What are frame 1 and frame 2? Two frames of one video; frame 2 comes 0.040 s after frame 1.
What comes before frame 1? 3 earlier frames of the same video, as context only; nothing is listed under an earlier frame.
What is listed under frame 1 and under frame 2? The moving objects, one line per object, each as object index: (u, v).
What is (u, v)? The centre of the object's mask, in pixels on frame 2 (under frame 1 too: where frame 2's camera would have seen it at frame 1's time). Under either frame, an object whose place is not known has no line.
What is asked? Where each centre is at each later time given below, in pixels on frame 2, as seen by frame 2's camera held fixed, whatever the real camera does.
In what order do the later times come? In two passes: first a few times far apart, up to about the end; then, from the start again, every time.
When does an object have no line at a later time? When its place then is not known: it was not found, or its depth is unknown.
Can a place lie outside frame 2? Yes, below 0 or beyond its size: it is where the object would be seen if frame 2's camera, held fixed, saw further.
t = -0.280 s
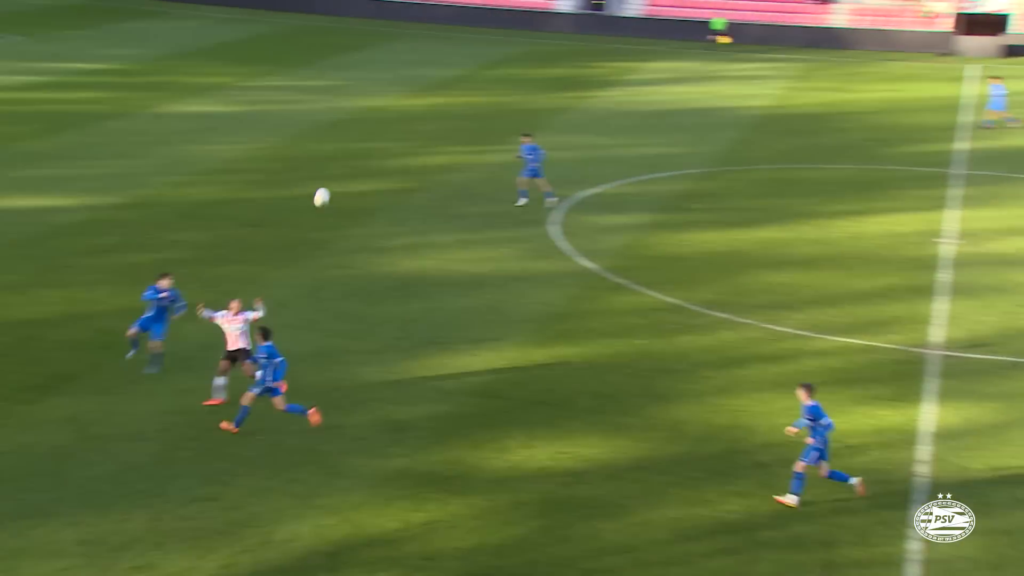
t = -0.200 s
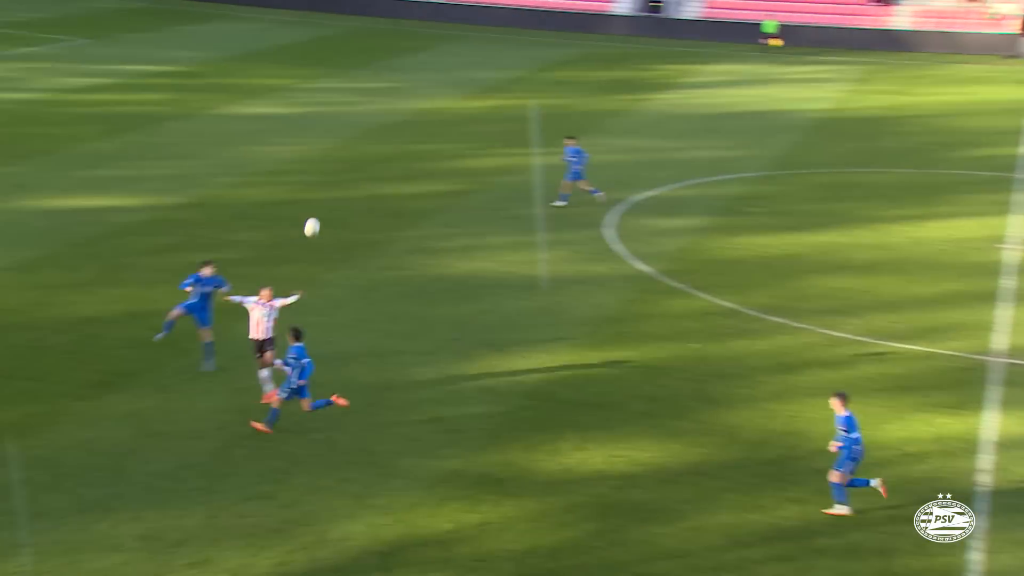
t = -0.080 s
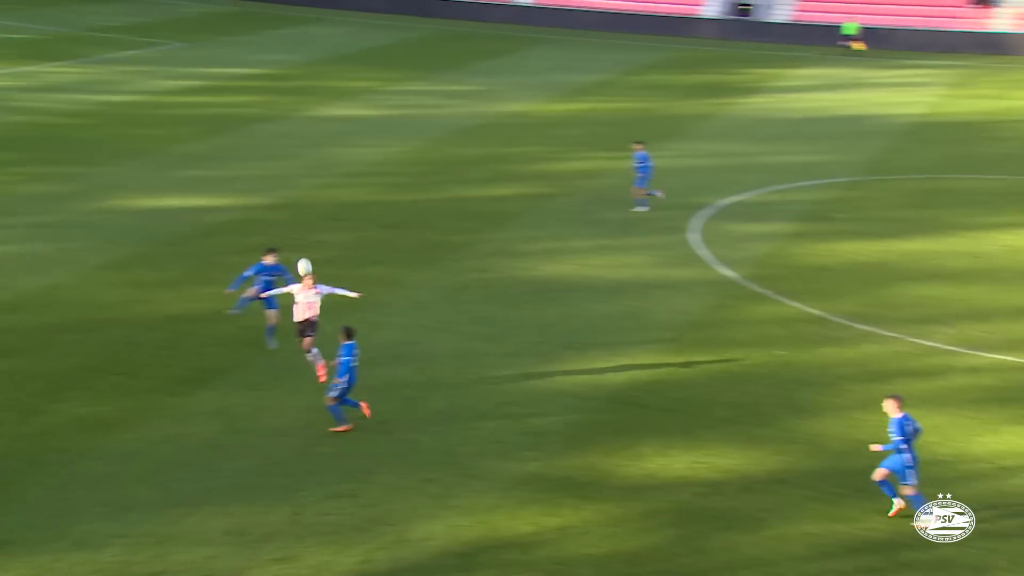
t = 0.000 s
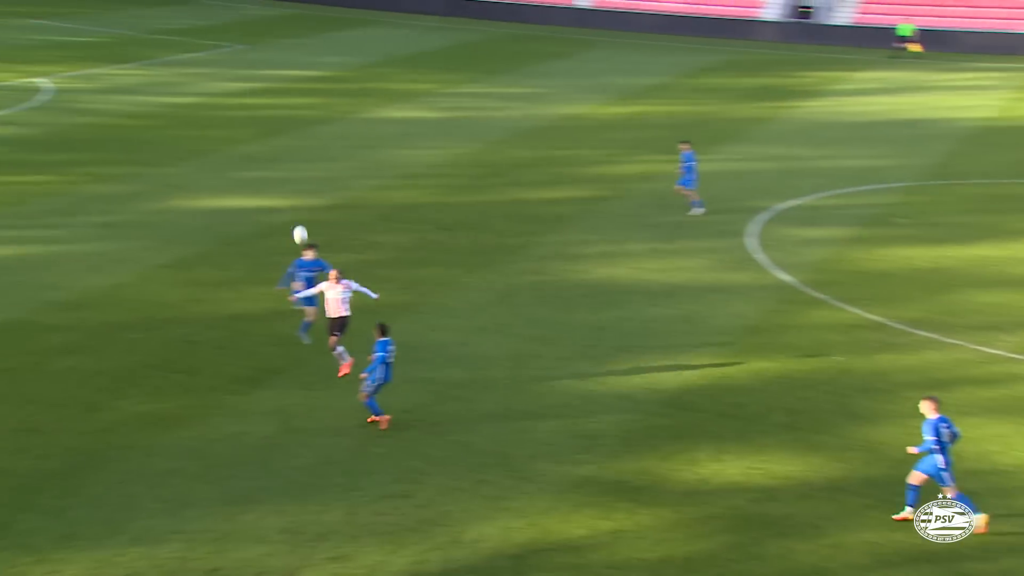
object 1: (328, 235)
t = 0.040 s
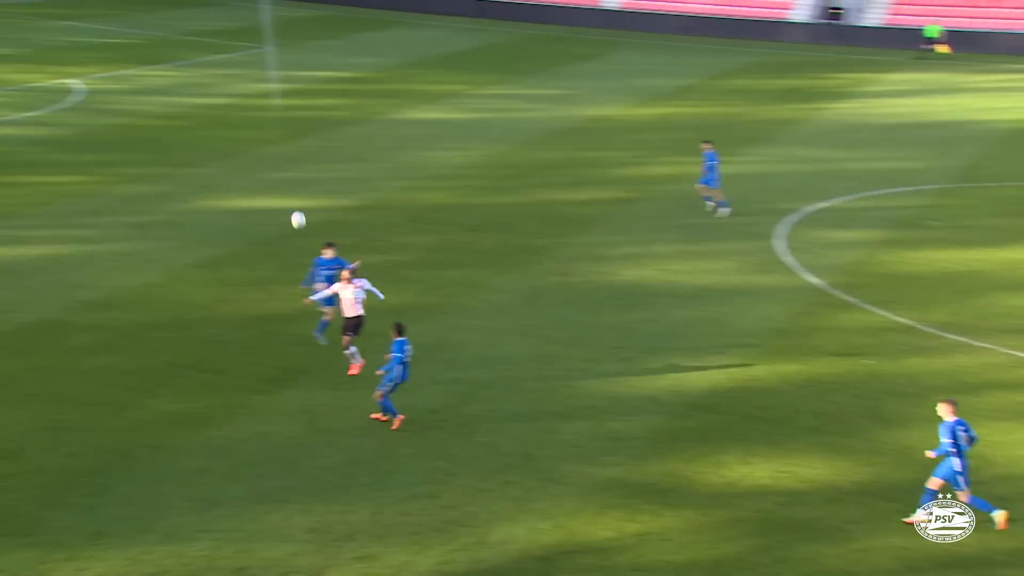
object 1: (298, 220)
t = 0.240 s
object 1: (151, 160)
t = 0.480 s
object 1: (-16, 128)
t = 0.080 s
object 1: (268, 205)
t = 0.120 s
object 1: (239, 192)
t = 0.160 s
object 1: (209, 180)
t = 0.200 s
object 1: (180, 170)
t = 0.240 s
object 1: (151, 160)
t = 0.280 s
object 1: (122, 152)
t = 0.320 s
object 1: (94, 145)
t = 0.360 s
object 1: (66, 139)
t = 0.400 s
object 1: (39, 134)
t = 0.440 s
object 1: (11, 130)
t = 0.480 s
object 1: (-16, 128)
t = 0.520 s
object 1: (-44, 126)
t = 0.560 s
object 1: (-70, 126)
